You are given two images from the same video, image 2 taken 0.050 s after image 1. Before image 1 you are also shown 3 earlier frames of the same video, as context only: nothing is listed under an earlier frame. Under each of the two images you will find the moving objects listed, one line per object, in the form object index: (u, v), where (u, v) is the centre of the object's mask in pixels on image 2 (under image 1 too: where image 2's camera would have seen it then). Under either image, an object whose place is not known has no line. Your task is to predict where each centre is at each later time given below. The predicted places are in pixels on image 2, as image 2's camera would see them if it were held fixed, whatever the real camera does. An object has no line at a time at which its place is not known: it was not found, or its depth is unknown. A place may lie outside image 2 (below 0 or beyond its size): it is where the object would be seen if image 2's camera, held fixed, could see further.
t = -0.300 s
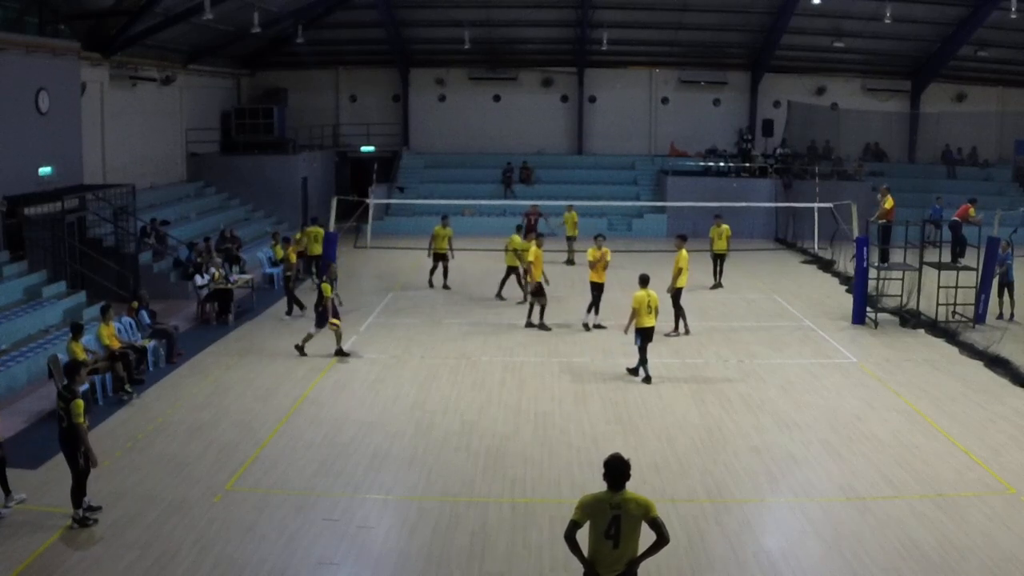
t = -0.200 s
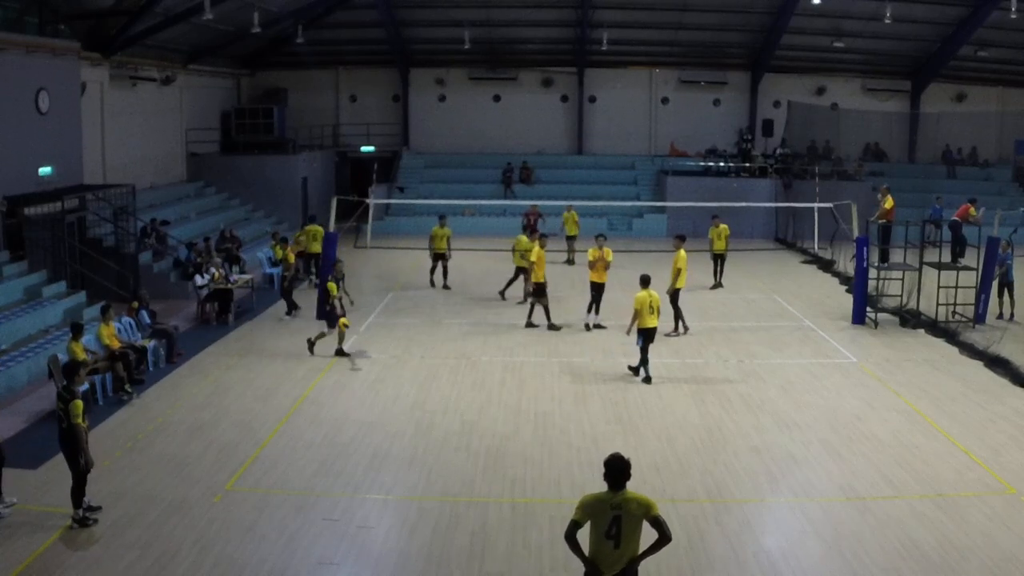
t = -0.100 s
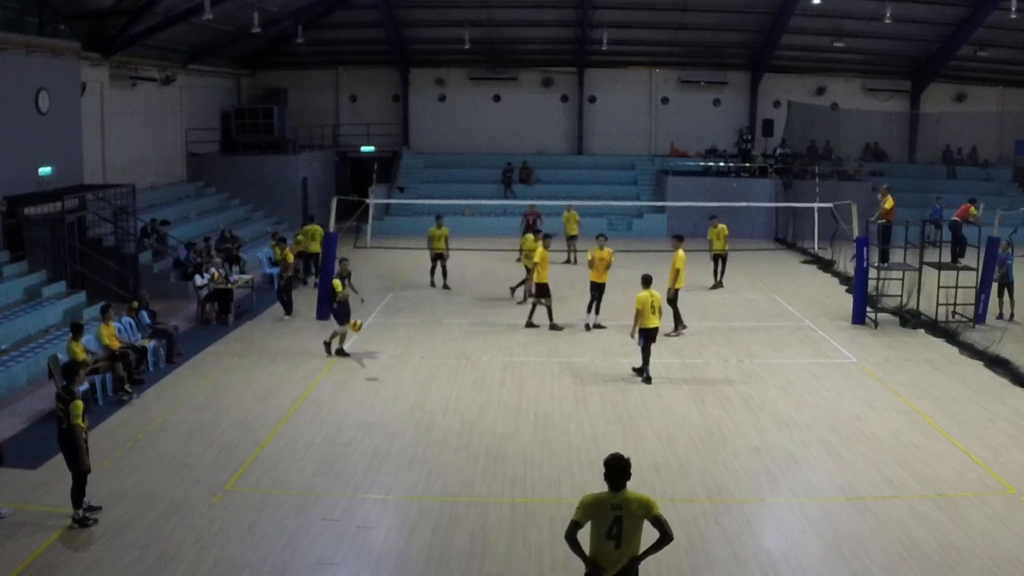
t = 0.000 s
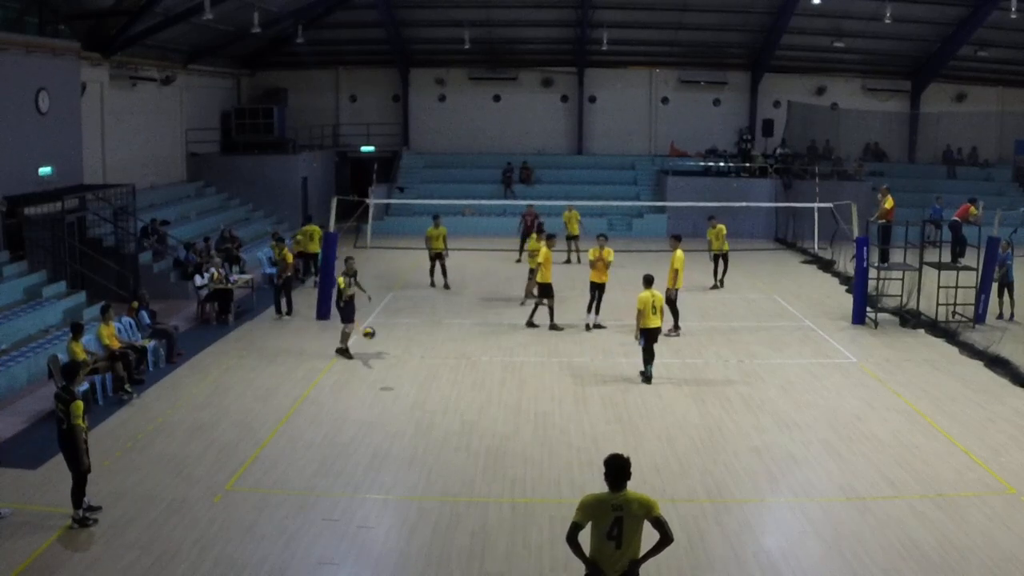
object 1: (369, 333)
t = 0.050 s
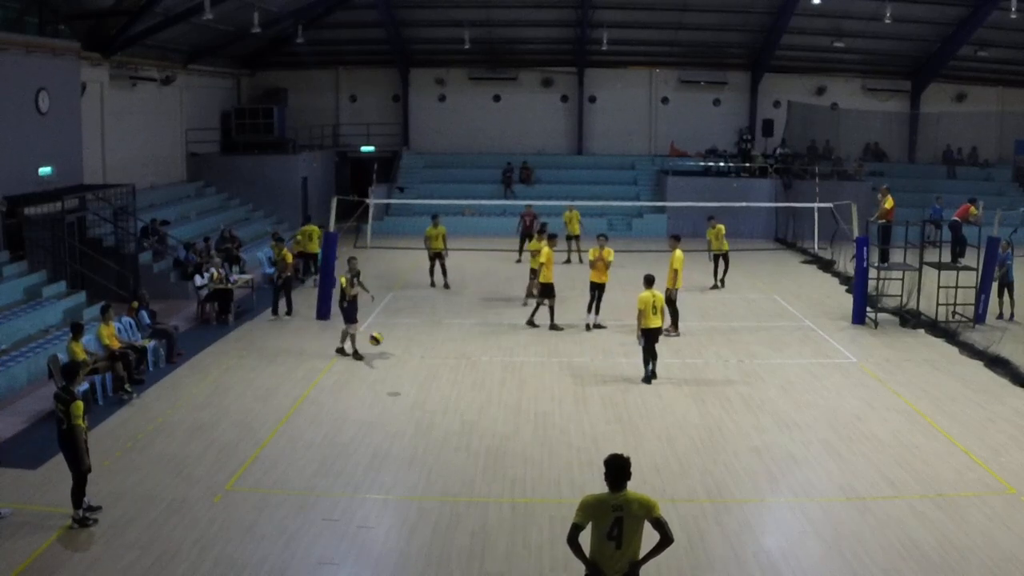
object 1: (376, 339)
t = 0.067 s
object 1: (378, 342)
